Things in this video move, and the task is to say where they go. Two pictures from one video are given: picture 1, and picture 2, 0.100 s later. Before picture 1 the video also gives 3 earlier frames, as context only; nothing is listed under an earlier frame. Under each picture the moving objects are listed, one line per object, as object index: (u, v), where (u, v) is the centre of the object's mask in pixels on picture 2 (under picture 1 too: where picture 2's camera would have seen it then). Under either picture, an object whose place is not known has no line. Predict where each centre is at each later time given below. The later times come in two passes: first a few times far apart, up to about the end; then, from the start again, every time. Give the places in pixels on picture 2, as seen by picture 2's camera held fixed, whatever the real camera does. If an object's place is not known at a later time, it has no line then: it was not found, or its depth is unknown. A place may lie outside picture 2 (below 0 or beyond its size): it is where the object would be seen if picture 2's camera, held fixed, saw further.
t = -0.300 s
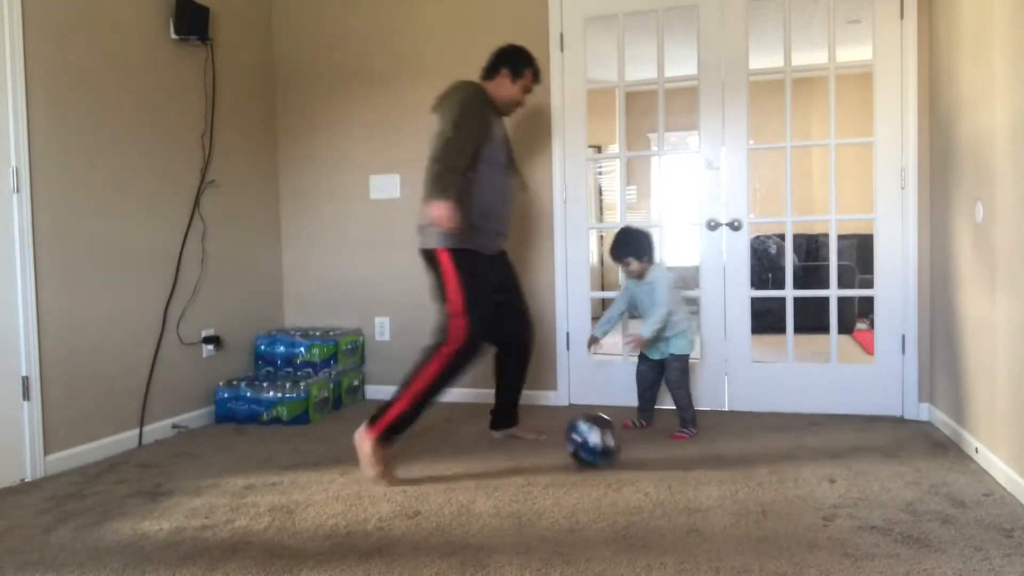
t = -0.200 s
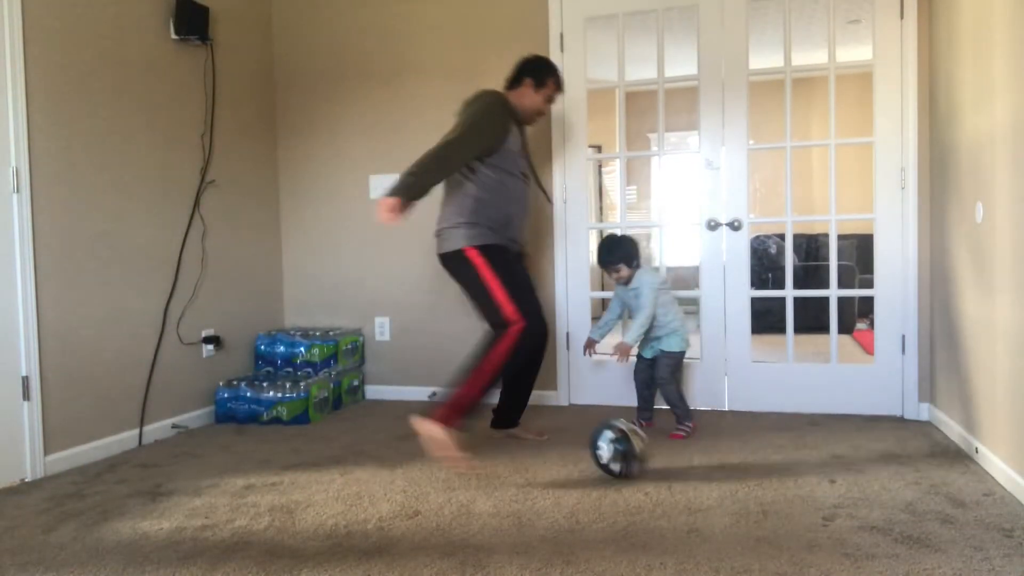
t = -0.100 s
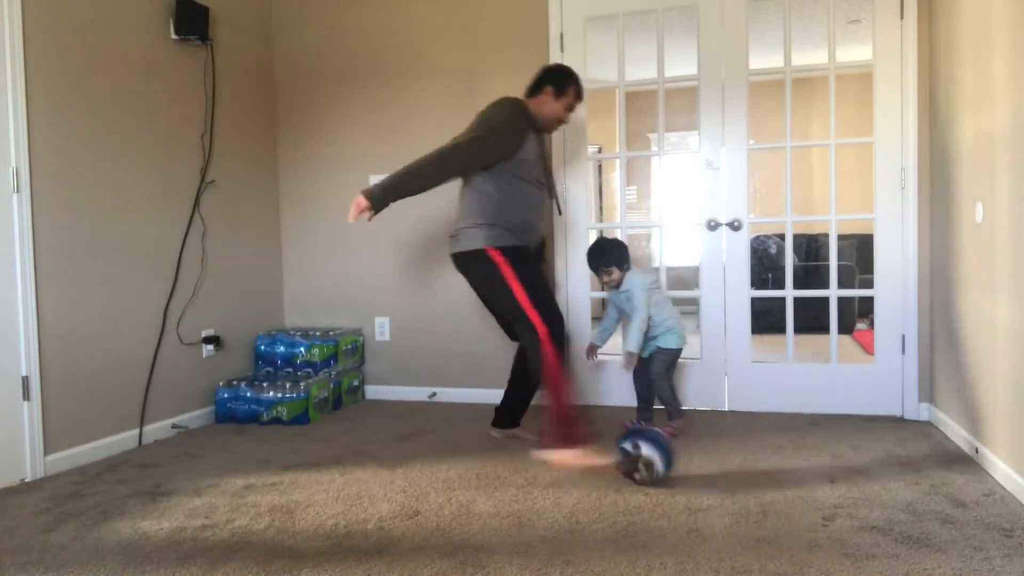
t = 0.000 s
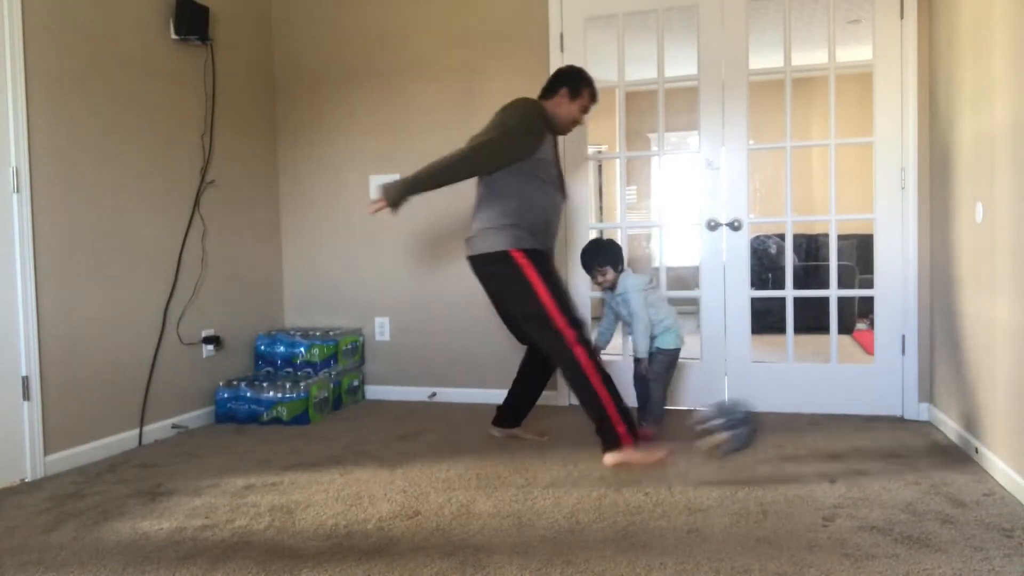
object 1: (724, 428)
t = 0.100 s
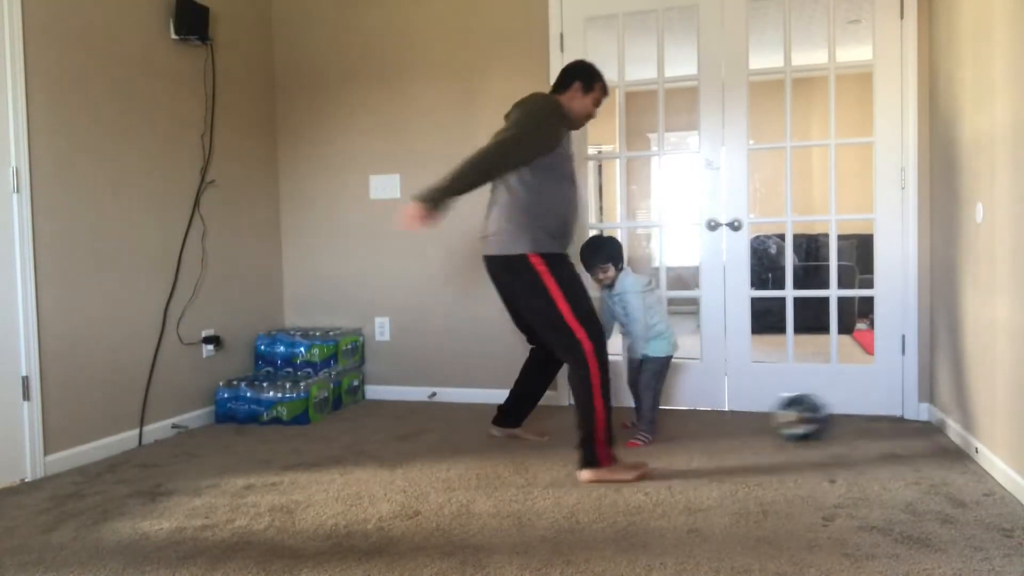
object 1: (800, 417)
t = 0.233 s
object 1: (868, 397)
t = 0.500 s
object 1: (946, 430)
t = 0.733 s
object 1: (923, 448)
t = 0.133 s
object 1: (821, 409)
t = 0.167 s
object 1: (838, 402)
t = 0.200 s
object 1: (856, 396)
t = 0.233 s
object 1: (868, 397)
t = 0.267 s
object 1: (879, 403)
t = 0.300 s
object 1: (889, 408)
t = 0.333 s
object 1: (900, 409)
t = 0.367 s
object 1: (911, 412)
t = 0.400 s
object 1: (922, 420)
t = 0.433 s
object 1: (933, 422)
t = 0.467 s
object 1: (945, 426)
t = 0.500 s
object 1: (946, 430)
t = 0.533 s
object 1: (941, 433)
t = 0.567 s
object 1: (938, 434)
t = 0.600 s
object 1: (935, 437)
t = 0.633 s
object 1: (931, 441)
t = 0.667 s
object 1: (928, 443)
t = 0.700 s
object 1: (926, 445)
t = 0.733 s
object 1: (923, 448)
